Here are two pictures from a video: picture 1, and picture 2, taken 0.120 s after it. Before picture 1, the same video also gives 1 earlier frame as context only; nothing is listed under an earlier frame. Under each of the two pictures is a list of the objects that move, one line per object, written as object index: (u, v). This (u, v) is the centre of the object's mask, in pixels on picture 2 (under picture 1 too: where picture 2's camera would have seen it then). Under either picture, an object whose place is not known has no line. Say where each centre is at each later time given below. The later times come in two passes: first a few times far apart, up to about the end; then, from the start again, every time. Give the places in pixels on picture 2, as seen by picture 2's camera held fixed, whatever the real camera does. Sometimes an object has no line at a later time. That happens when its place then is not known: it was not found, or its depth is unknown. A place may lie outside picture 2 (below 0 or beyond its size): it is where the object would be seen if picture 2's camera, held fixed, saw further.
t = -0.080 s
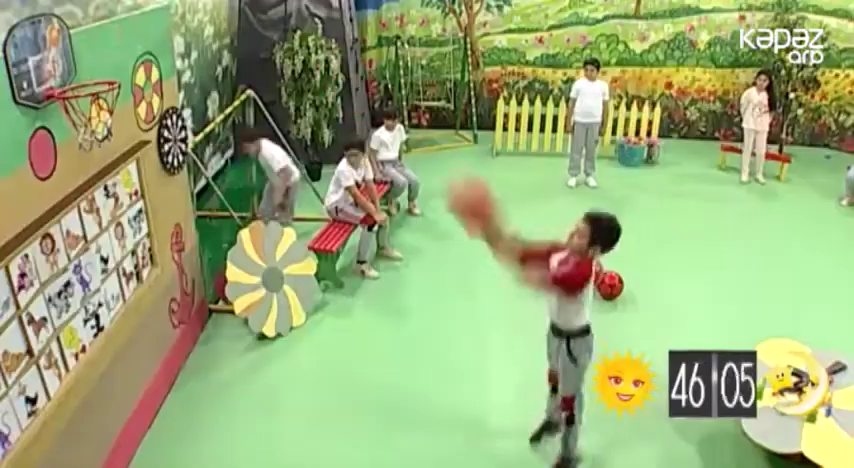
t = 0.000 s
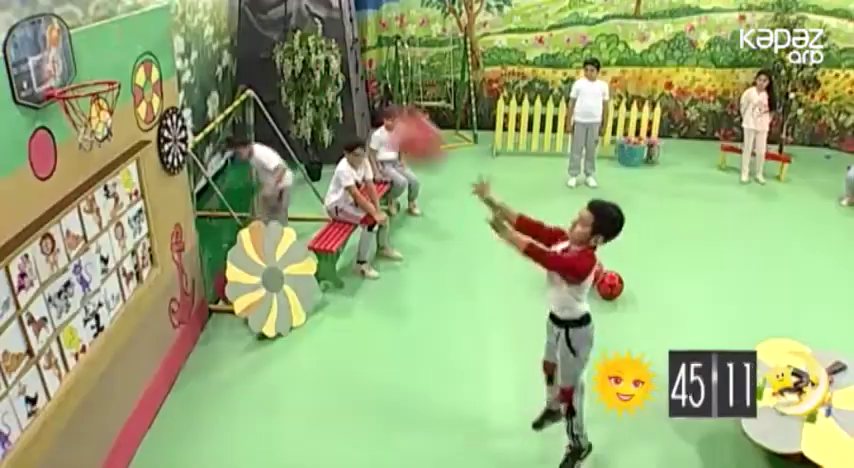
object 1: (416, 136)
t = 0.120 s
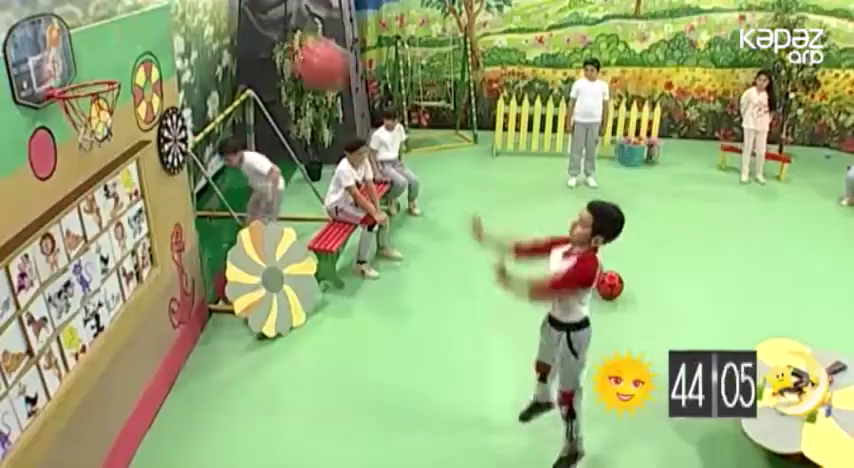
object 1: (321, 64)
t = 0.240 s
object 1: (231, 23)
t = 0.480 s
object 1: (73, 56)
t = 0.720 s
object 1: (124, 61)
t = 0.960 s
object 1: (182, 170)
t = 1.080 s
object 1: (217, 276)
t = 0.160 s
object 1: (285, 45)
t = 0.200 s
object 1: (258, 34)
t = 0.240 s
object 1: (231, 23)
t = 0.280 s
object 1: (202, 21)
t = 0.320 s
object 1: (170, 21)
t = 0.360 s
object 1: (144, 24)
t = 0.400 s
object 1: (119, 32)
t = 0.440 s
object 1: (95, 42)
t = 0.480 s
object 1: (73, 56)
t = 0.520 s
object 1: (85, 63)
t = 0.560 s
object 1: (98, 65)
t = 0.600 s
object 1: (104, 61)
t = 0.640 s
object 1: (110, 57)
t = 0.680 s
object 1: (117, 58)
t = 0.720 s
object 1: (124, 61)
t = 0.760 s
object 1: (131, 68)
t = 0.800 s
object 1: (139, 79)
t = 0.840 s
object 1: (150, 98)
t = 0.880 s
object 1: (159, 116)
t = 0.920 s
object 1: (170, 143)
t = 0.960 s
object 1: (182, 170)
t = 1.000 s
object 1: (192, 202)
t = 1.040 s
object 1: (207, 239)
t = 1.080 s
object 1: (217, 276)
